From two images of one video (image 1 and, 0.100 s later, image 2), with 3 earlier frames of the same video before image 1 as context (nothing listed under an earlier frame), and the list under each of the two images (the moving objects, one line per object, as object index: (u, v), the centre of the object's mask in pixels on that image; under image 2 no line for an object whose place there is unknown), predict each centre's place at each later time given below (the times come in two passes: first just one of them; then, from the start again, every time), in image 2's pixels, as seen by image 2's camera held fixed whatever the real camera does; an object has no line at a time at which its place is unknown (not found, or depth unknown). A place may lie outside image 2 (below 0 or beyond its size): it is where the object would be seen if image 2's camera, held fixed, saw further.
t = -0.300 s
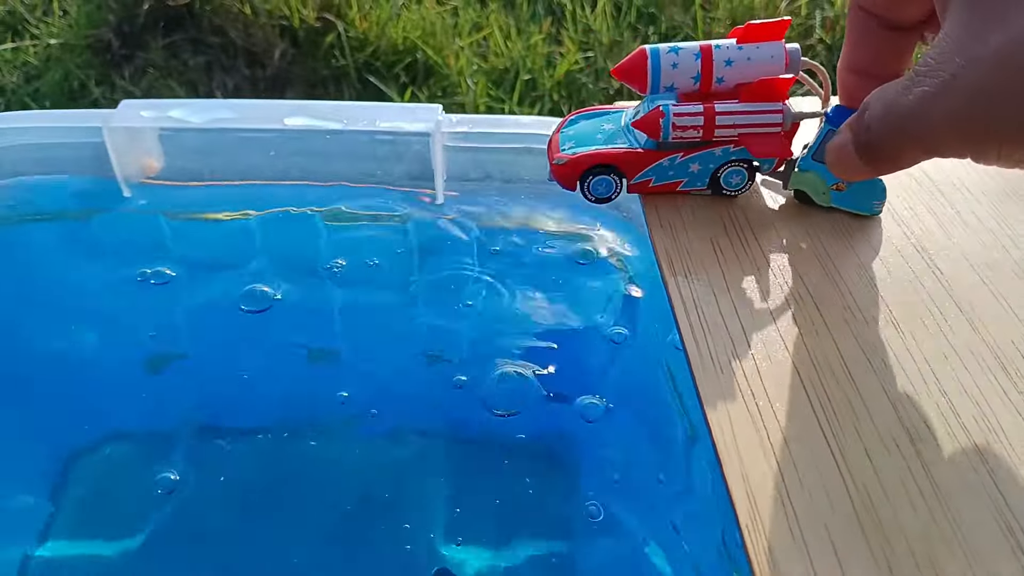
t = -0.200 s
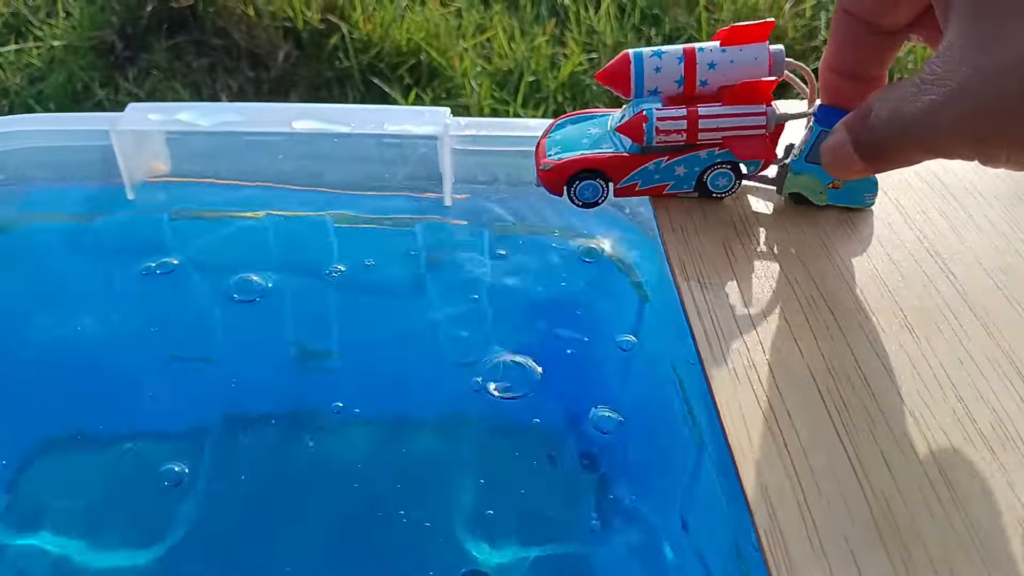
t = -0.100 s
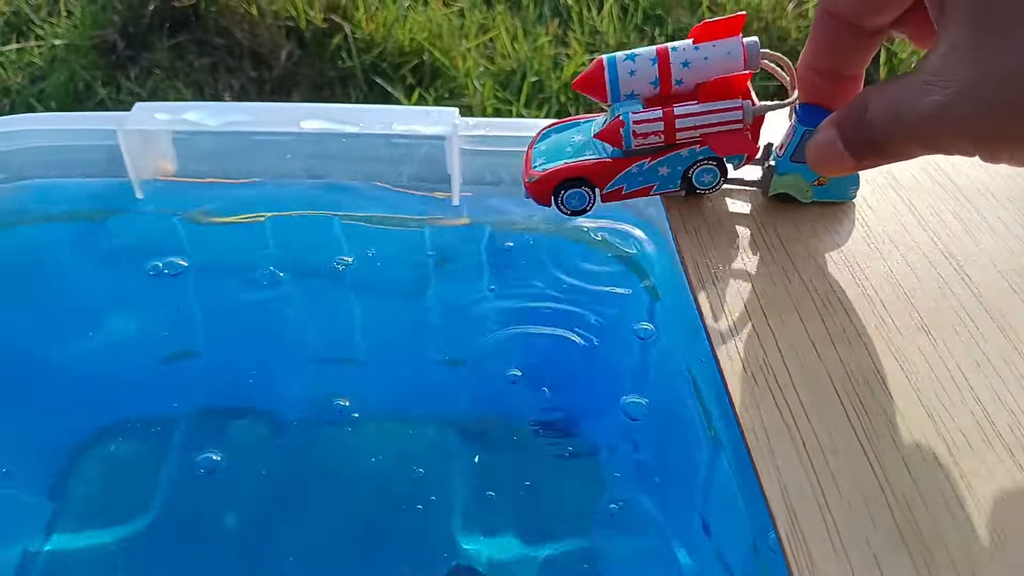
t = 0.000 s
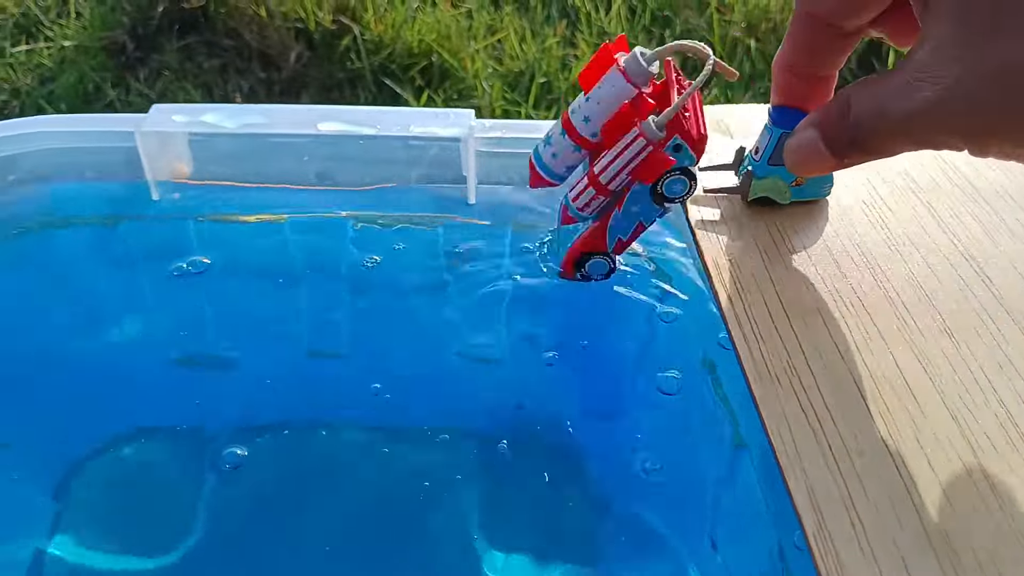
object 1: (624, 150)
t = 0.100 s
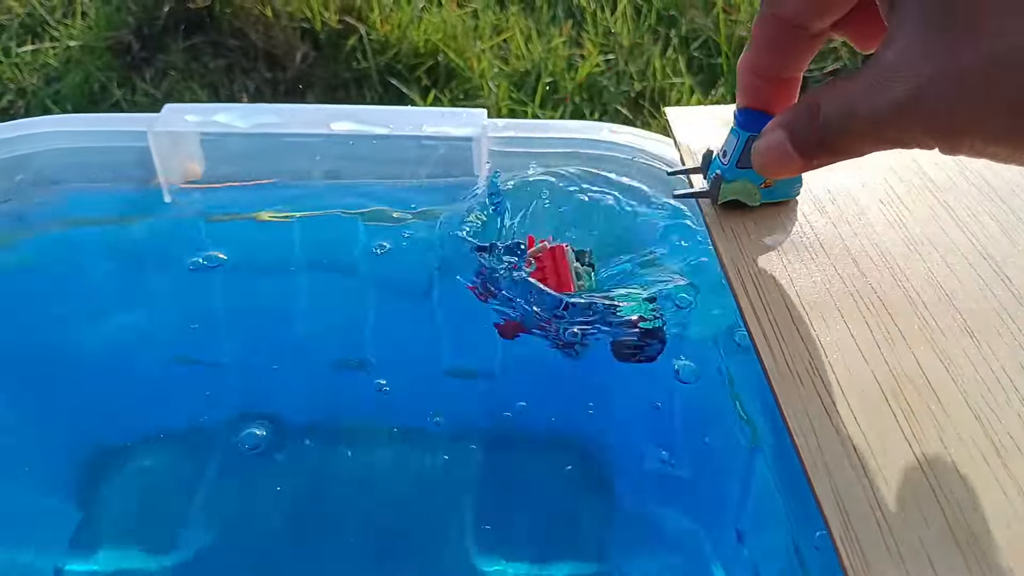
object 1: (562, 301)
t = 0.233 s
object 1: (574, 392)
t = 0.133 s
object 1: (557, 330)
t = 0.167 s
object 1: (564, 358)
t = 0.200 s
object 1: (573, 375)
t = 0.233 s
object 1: (574, 392)
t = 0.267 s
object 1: (572, 412)
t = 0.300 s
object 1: (569, 406)
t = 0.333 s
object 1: (557, 417)
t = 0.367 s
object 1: (543, 435)
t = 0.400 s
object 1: (540, 463)
